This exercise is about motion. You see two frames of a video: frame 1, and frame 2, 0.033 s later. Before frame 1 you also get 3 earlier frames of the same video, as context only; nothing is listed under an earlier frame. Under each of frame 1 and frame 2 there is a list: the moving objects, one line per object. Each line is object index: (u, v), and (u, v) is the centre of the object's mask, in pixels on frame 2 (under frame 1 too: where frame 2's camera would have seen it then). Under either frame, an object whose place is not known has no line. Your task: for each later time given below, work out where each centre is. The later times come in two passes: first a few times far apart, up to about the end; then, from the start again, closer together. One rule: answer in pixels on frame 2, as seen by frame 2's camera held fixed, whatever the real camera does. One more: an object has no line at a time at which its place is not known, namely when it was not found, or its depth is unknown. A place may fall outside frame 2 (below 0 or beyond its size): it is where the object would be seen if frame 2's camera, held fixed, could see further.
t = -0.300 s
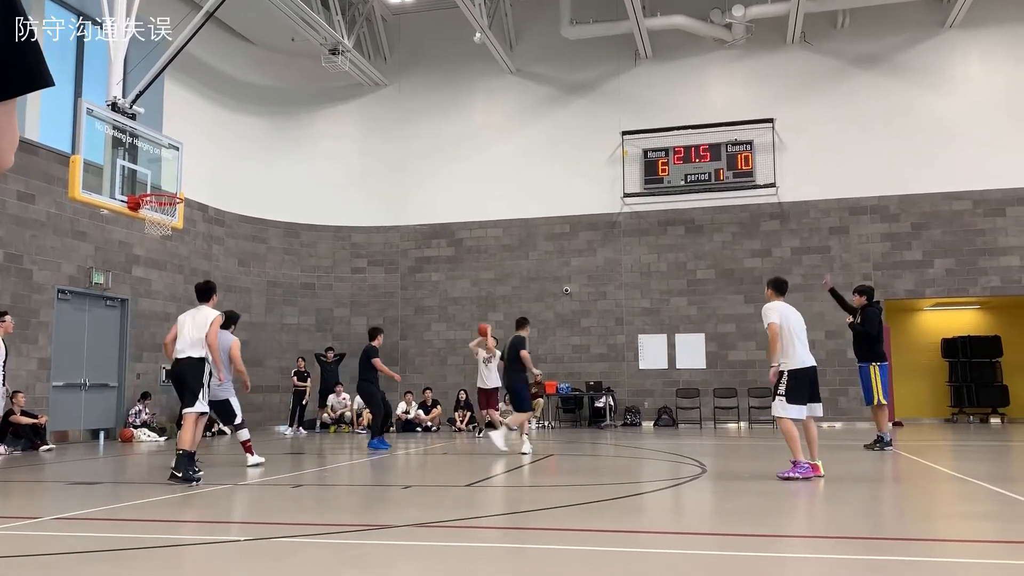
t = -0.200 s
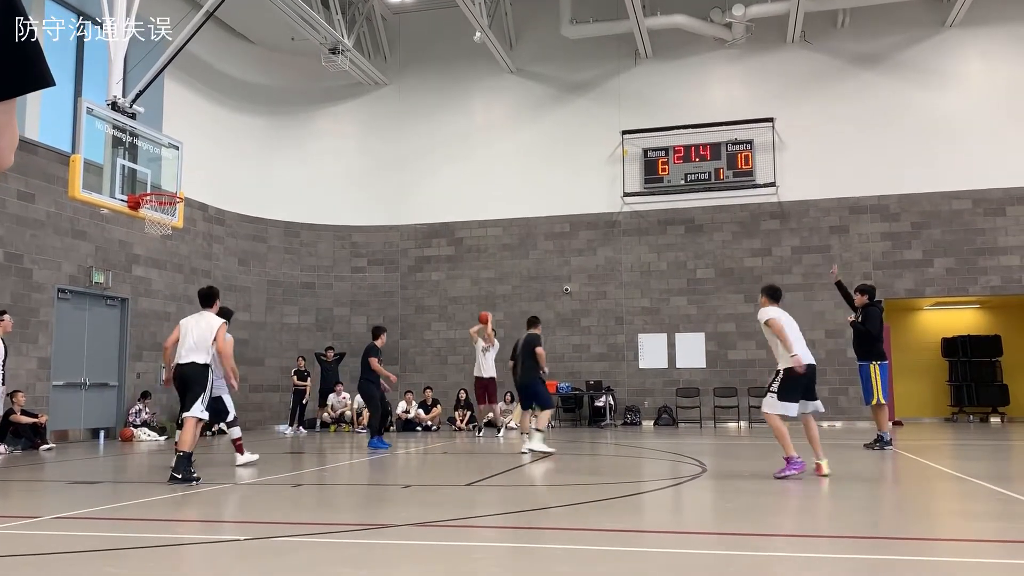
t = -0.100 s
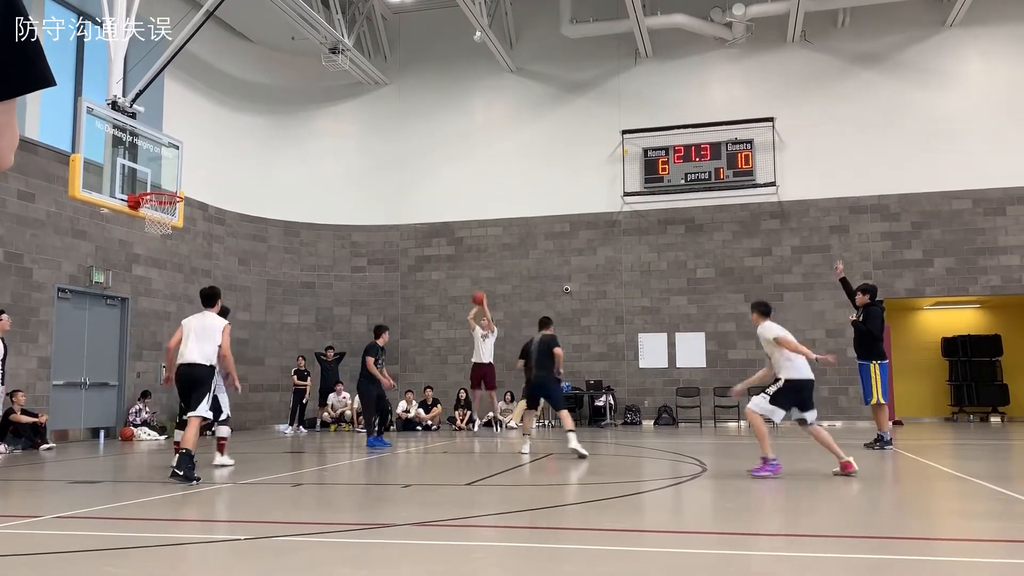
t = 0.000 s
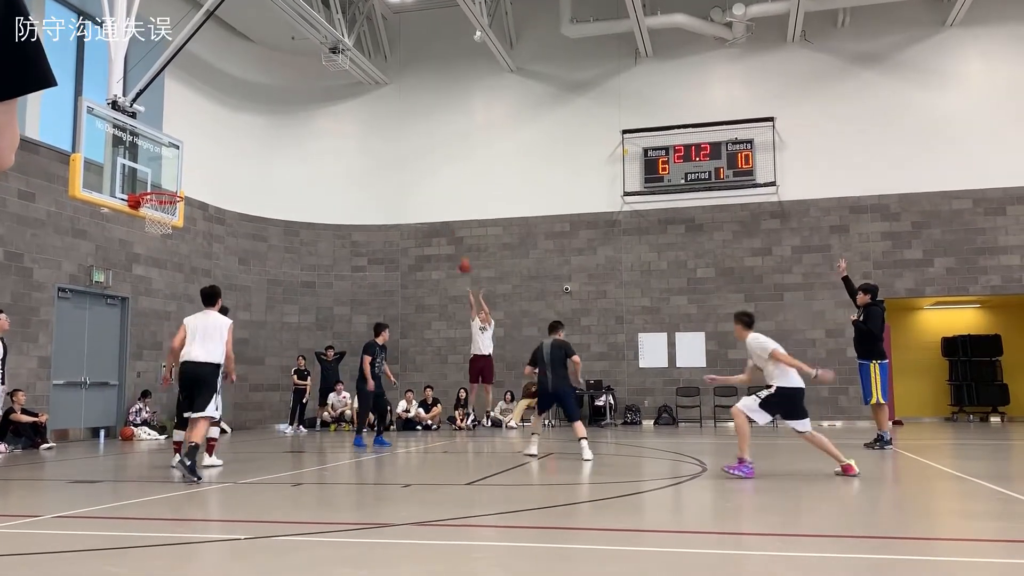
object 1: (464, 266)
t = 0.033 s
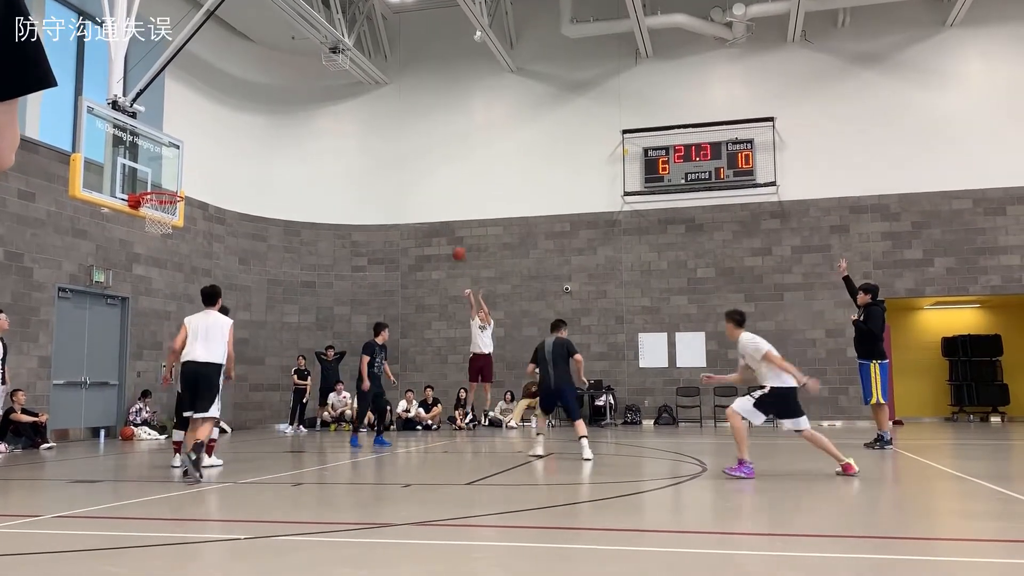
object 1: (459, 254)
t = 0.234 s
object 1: (420, 190)
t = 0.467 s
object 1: (371, 140)
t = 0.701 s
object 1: (314, 119)
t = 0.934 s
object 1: (247, 133)
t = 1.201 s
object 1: (156, 206)
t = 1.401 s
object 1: (128, 235)
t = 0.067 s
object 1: (452, 241)
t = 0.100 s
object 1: (446, 231)
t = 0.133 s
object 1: (440, 220)
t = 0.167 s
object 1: (434, 210)
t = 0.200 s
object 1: (427, 200)
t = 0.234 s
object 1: (420, 190)
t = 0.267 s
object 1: (414, 182)
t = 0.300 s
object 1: (407, 173)
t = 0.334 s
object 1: (400, 165)
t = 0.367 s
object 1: (393, 158)
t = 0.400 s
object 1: (385, 151)
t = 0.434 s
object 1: (378, 145)
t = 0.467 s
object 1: (371, 140)
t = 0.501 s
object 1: (363, 135)
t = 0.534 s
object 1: (355, 130)
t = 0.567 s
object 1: (347, 127)
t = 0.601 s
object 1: (339, 123)
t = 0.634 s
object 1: (331, 121)
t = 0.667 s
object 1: (322, 119)
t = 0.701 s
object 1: (314, 119)
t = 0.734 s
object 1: (305, 118)
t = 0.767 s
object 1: (296, 119)
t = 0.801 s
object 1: (286, 120)
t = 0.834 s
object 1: (277, 122)
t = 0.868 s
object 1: (267, 125)
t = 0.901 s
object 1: (257, 129)
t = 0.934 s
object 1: (247, 133)
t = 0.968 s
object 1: (236, 139)
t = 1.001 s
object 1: (226, 146)
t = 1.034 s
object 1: (215, 153)
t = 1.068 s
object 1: (204, 162)
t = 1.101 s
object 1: (192, 171)
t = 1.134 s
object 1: (179, 183)
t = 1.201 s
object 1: (156, 206)
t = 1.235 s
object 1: (147, 213)
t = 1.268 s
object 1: (143, 216)
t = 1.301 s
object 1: (140, 219)
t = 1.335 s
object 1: (135, 224)
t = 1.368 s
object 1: (132, 229)
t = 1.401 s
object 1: (128, 235)
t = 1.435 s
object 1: (124, 242)
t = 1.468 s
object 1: (120, 249)
